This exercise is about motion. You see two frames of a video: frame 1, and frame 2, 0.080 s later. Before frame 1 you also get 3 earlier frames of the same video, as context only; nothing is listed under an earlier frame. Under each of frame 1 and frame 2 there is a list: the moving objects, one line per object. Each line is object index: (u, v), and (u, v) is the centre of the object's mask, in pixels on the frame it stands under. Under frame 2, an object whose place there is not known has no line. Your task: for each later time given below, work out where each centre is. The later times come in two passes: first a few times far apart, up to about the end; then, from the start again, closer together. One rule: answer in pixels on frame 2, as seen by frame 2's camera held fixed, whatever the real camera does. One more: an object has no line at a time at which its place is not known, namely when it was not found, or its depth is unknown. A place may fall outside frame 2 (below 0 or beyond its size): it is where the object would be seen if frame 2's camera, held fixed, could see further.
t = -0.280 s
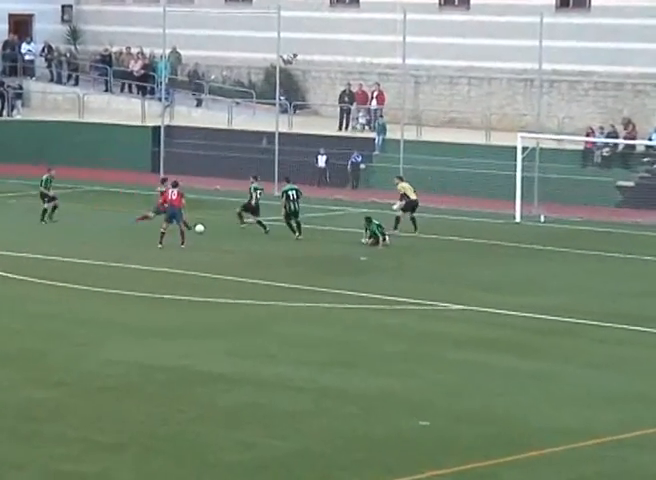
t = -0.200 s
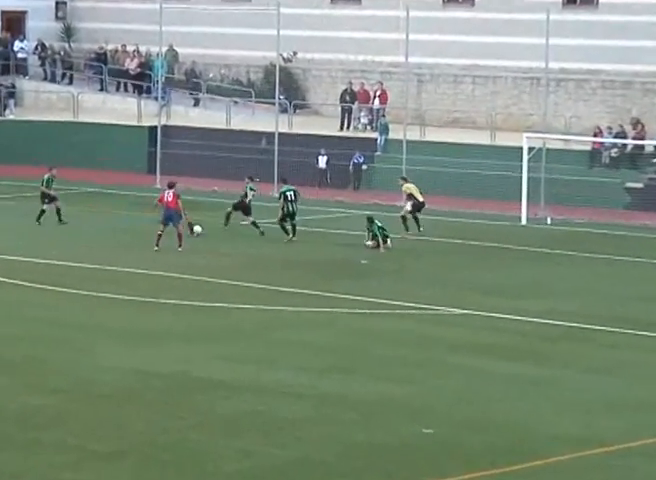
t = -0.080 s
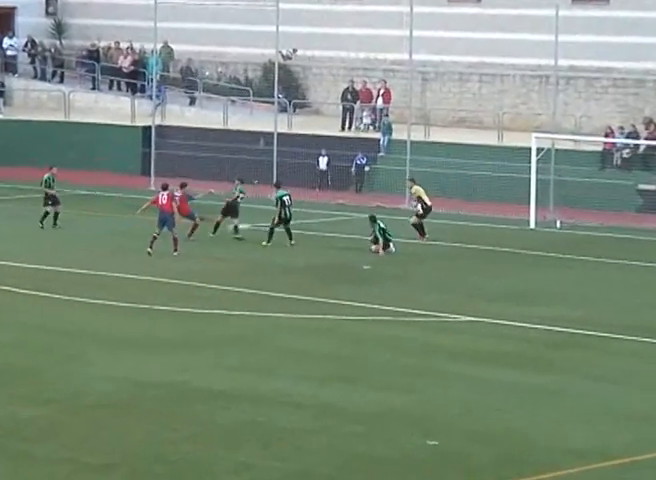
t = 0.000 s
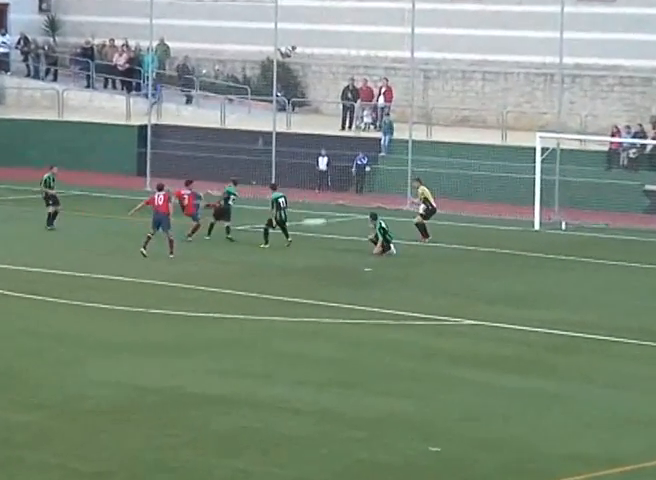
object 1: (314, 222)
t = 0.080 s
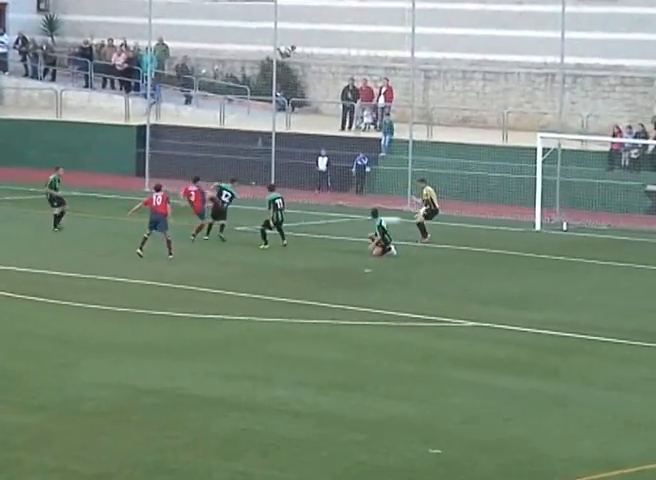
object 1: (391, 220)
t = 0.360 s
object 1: (591, 224)
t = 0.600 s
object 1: (730, 222)
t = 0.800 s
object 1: (757, 211)
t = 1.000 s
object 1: (747, 219)
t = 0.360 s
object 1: (591, 224)
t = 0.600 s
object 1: (730, 222)
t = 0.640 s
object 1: (742, 219)
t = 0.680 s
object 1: (750, 216)
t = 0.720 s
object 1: (756, 213)
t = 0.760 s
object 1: (757, 211)
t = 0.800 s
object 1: (757, 211)
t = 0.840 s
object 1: (755, 211)
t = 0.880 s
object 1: (753, 213)
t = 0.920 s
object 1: (751, 214)
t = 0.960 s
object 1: (749, 217)
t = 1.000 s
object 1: (747, 219)
